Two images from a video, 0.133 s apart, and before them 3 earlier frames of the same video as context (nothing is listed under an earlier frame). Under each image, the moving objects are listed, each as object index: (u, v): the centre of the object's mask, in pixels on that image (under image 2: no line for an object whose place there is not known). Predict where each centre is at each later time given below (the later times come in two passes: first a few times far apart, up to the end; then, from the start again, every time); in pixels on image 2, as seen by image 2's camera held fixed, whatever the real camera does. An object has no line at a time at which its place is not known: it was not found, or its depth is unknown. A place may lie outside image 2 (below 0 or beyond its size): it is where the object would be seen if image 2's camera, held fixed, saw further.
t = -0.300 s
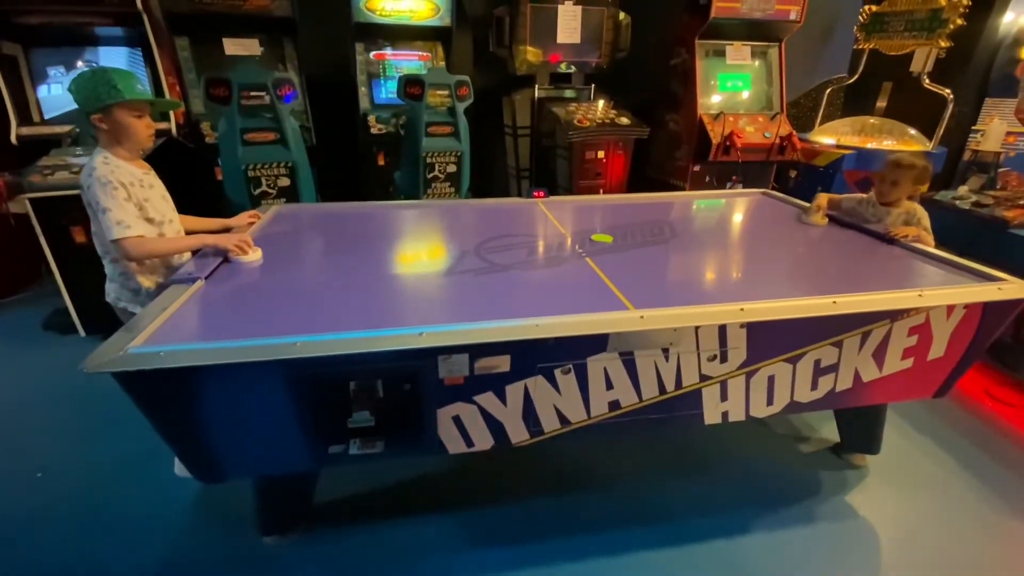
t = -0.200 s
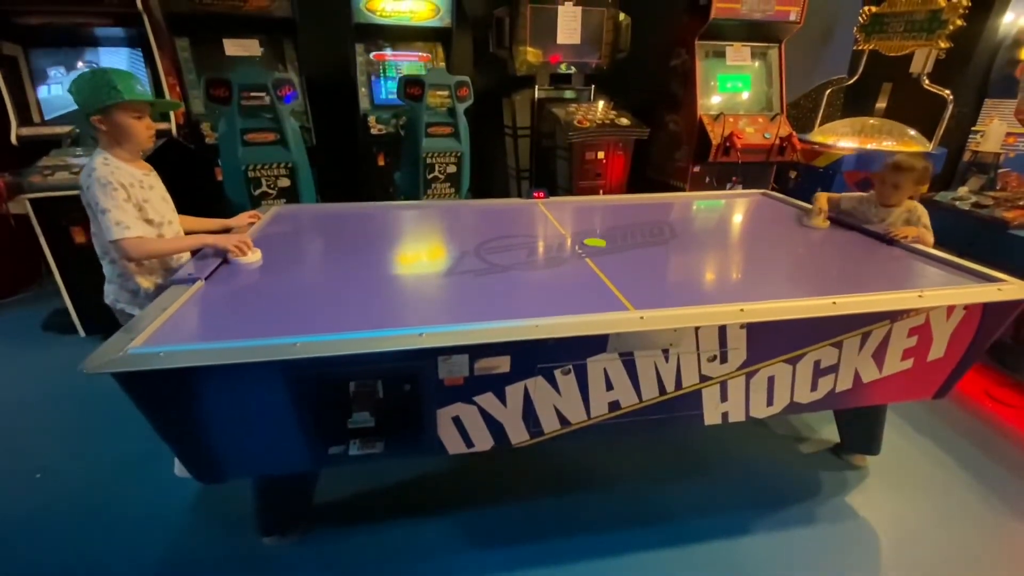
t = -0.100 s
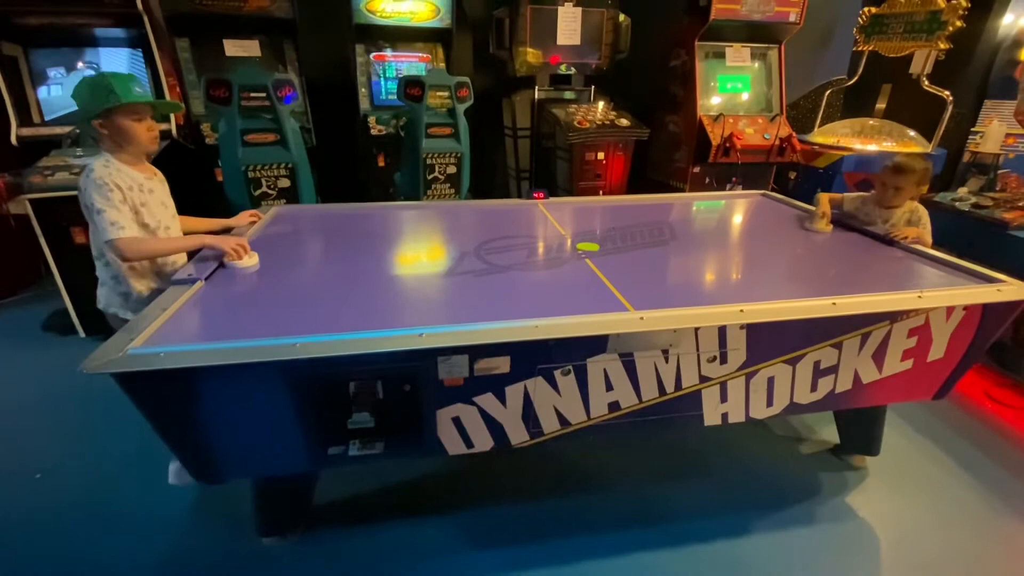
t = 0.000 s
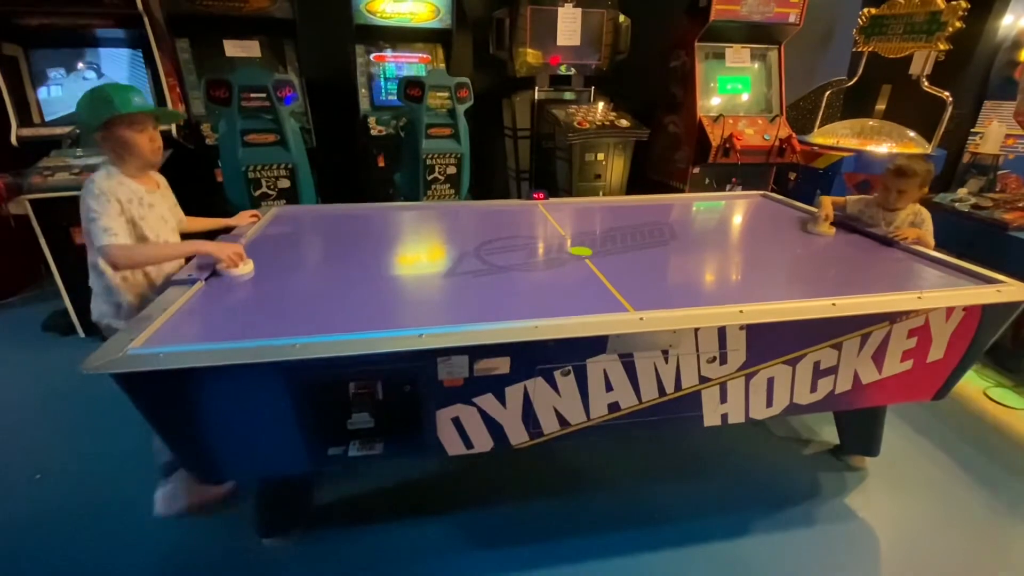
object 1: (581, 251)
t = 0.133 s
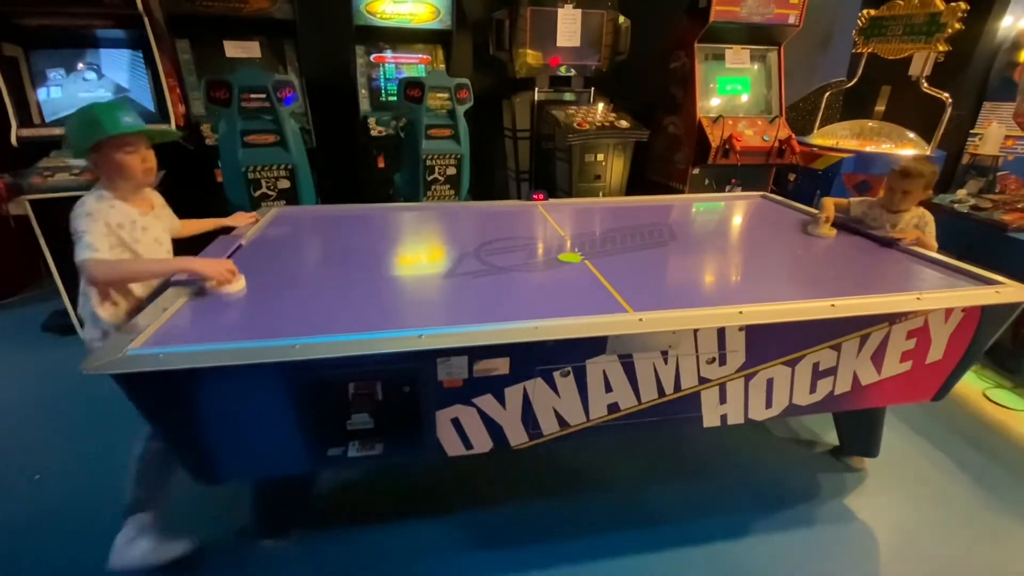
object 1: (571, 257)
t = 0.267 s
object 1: (559, 263)
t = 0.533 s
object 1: (537, 276)
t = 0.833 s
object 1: (508, 292)
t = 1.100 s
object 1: (479, 308)
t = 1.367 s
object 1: (448, 320)
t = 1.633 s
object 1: (431, 315)
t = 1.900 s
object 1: (420, 311)
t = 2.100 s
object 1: (413, 309)
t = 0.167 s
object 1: (568, 259)
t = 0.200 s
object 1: (565, 260)
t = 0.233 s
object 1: (562, 262)
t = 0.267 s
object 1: (559, 263)
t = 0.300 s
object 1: (557, 265)
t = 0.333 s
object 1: (554, 266)
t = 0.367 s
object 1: (551, 268)
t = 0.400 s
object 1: (549, 269)
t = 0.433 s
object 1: (546, 271)
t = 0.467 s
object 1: (543, 273)
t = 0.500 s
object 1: (540, 274)
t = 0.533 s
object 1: (537, 276)
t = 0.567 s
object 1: (534, 278)
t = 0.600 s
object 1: (531, 279)
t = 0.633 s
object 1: (528, 281)
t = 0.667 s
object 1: (525, 283)
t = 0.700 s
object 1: (522, 285)
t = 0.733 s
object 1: (519, 286)
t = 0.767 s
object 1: (515, 288)
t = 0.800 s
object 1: (512, 290)
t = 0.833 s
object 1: (508, 292)
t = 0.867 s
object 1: (505, 294)
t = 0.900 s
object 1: (501, 296)
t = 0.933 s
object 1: (498, 298)
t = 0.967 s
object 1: (494, 300)
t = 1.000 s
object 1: (491, 302)
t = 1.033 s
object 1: (487, 304)
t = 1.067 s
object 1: (483, 306)
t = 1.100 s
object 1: (479, 308)
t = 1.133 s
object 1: (475, 310)
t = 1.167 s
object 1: (472, 312)
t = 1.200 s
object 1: (467, 314)
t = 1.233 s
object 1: (463, 317)
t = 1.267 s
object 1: (459, 318)
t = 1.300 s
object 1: (455, 320)
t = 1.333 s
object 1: (451, 321)
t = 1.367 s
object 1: (448, 320)
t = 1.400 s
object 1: (445, 320)
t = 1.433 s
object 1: (443, 319)
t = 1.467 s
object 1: (441, 318)
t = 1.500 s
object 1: (439, 318)
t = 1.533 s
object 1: (437, 317)
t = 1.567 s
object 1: (435, 316)
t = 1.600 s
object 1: (433, 315)
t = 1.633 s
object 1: (431, 315)
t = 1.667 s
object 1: (429, 313)
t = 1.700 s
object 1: (428, 313)
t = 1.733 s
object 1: (426, 312)
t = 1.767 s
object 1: (424, 312)
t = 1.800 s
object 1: (423, 312)
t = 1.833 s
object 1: (422, 311)
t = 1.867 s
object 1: (421, 311)
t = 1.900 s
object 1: (420, 311)
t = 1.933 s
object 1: (418, 310)
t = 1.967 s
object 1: (417, 310)
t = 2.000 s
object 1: (416, 310)
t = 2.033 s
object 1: (415, 310)
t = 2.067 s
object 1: (414, 309)
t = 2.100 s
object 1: (413, 309)
